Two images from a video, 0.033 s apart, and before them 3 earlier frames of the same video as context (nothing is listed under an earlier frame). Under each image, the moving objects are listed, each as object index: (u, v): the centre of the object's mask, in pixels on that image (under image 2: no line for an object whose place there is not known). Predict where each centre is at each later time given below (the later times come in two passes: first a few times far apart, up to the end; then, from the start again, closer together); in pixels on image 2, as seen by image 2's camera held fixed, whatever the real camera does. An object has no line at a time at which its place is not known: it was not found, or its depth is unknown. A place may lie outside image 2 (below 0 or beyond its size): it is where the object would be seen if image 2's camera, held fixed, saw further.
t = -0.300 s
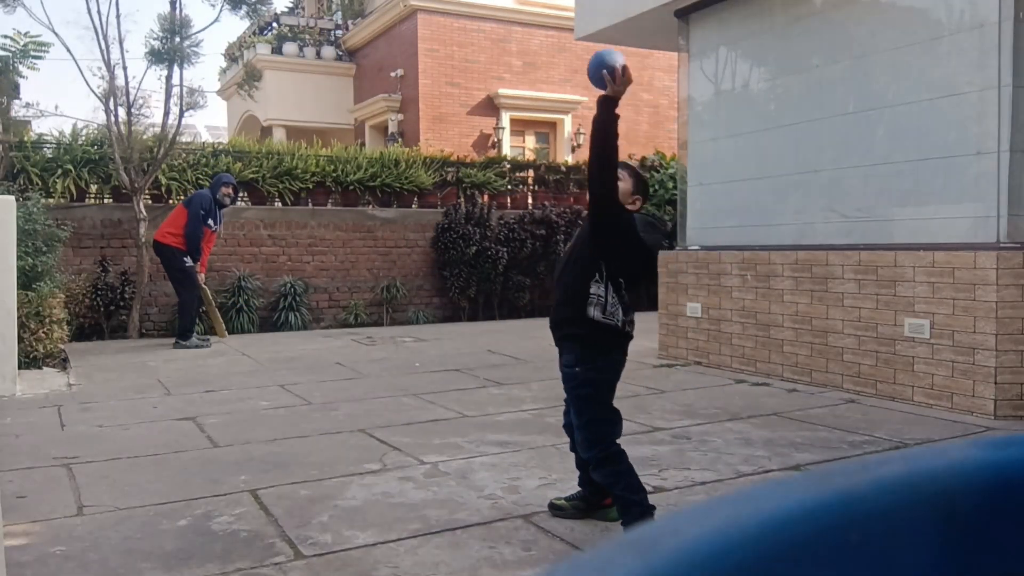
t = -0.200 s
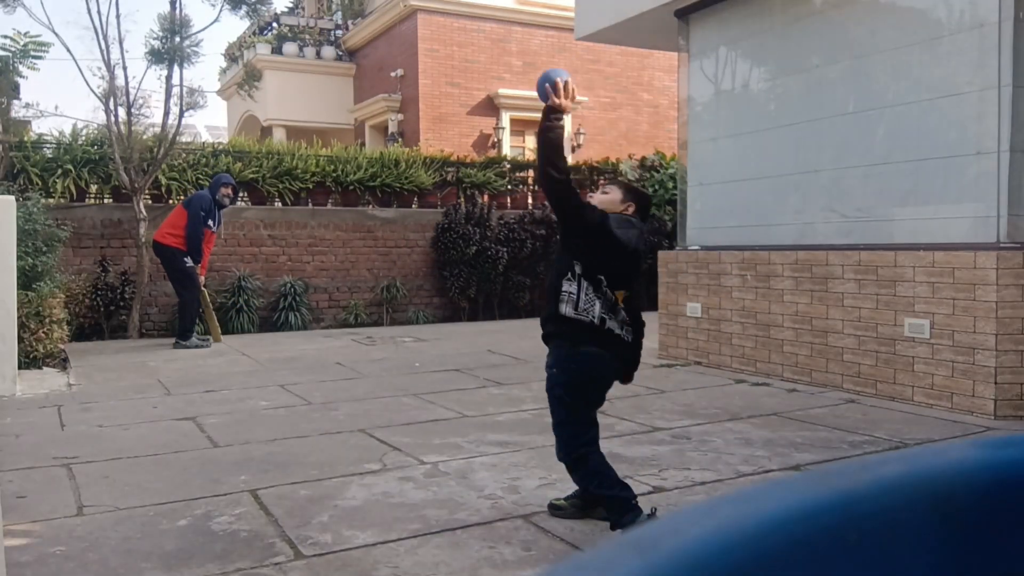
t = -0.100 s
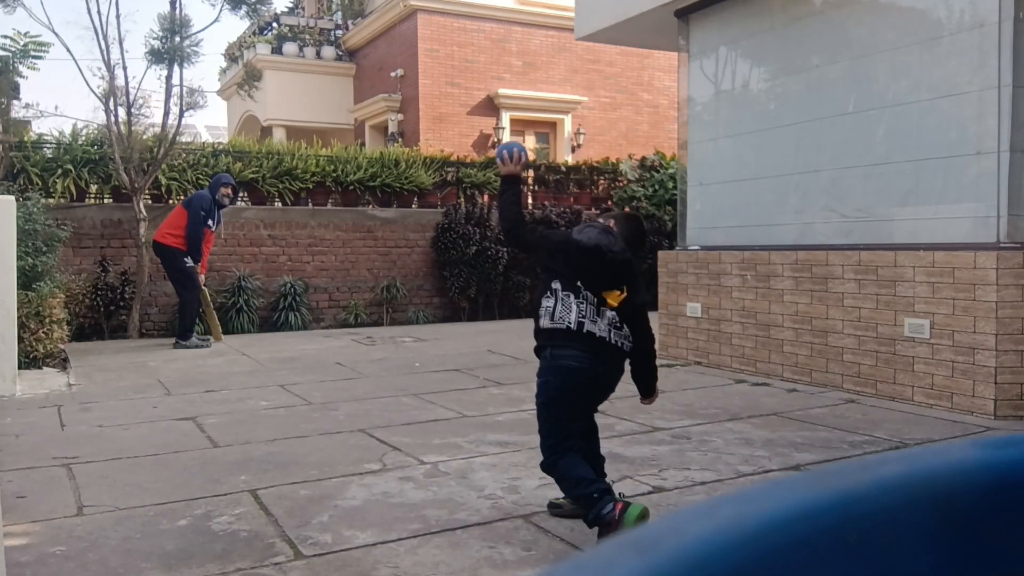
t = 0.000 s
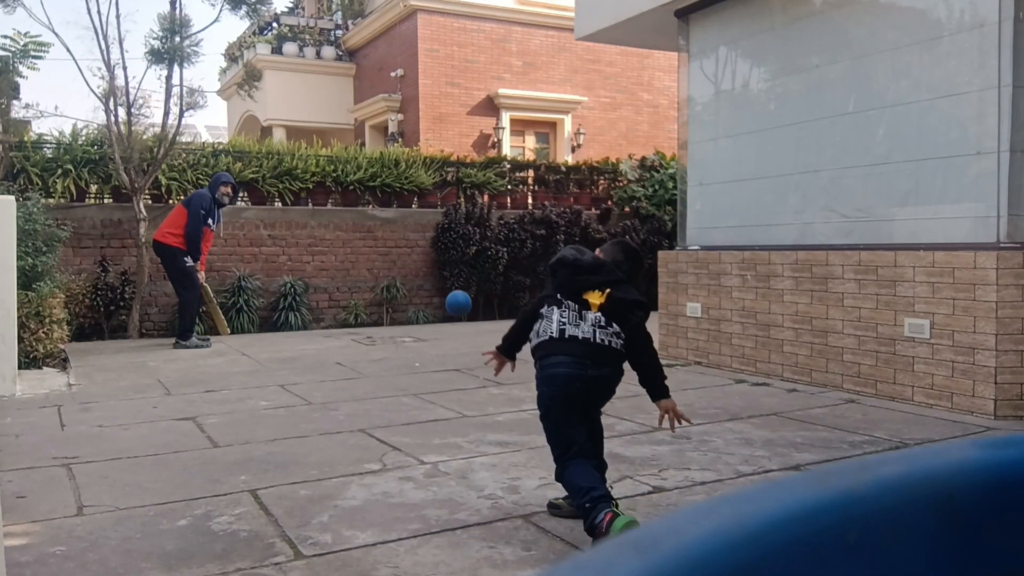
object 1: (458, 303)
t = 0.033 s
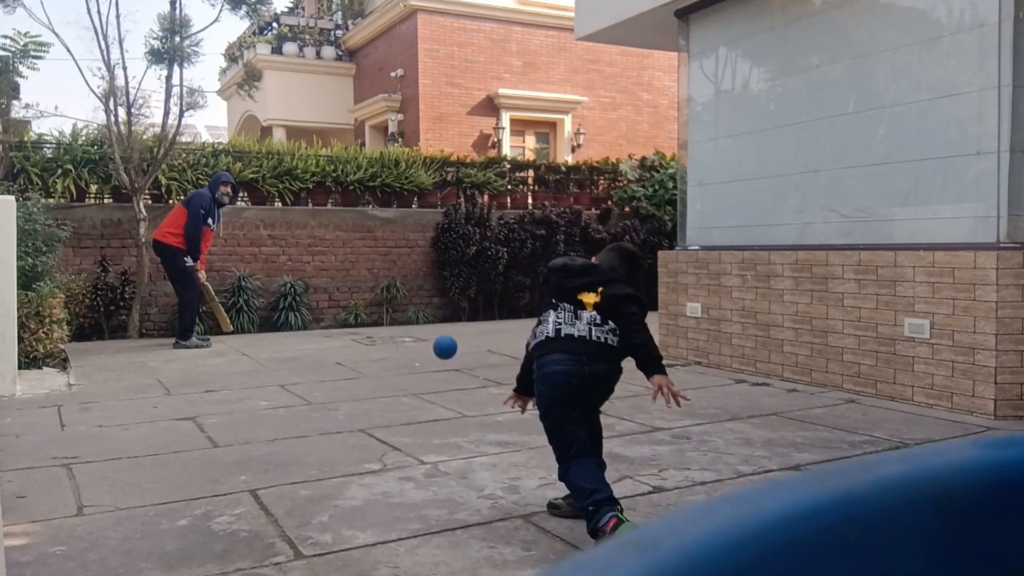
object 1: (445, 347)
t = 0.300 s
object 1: (405, 264)
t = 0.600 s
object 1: (386, 205)
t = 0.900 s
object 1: (374, 287)
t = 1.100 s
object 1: (369, 331)
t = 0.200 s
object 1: (413, 328)
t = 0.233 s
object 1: (410, 303)
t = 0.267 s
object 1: (407, 281)
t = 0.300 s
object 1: (405, 264)
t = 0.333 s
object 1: (402, 248)
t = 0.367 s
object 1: (400, 234)
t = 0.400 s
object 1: (397, 224)
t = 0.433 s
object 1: (395, 216)
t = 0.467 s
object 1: (393, 209)
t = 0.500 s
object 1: (391, 206)
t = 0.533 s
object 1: (389, 204)
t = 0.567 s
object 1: (387, 204)
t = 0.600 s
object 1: (386, 205)
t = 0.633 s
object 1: (384, 209)
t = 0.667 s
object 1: (383, 214)
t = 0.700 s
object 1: (381, 220)
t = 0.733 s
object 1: (380, 228)
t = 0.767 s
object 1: (379, 238)
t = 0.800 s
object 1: (377, 248)
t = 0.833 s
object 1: (376, 260)
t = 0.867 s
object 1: (375, 273)
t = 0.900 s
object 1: (374, 287)
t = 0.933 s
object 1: (373, 301)
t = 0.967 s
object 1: (373, 318)
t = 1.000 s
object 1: (371, 335)
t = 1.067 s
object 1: (369, 344)
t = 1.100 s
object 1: (369, 331)
